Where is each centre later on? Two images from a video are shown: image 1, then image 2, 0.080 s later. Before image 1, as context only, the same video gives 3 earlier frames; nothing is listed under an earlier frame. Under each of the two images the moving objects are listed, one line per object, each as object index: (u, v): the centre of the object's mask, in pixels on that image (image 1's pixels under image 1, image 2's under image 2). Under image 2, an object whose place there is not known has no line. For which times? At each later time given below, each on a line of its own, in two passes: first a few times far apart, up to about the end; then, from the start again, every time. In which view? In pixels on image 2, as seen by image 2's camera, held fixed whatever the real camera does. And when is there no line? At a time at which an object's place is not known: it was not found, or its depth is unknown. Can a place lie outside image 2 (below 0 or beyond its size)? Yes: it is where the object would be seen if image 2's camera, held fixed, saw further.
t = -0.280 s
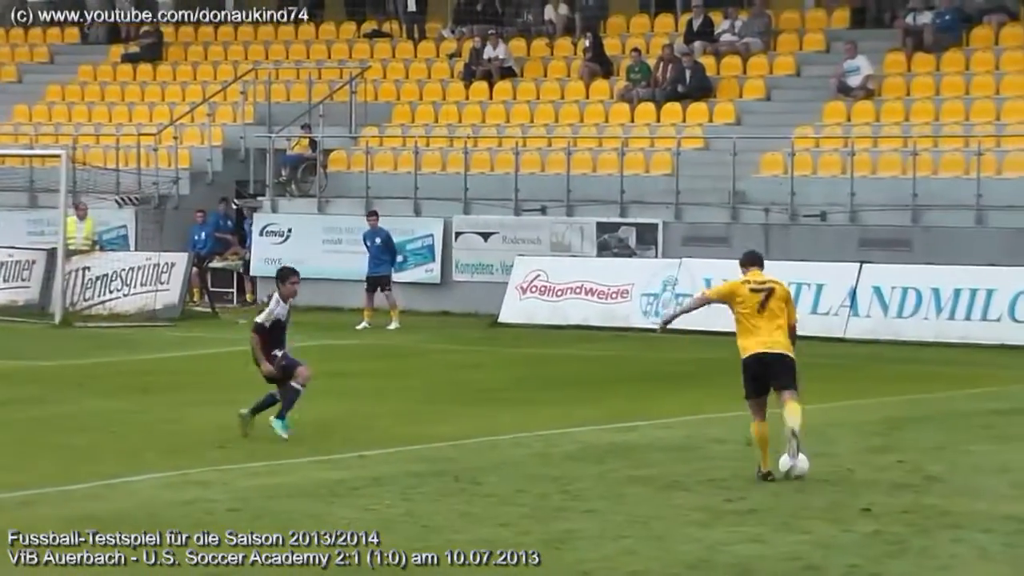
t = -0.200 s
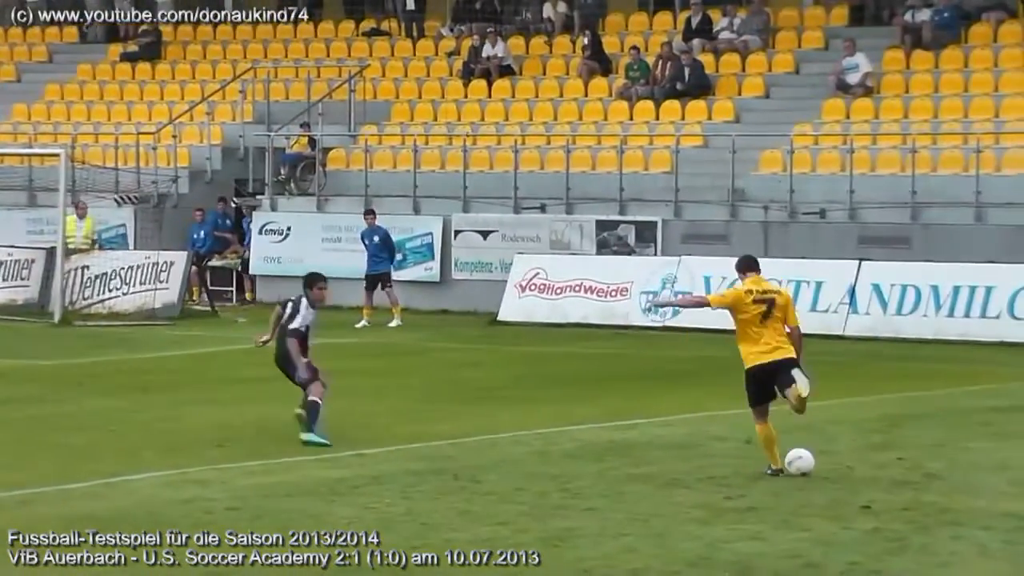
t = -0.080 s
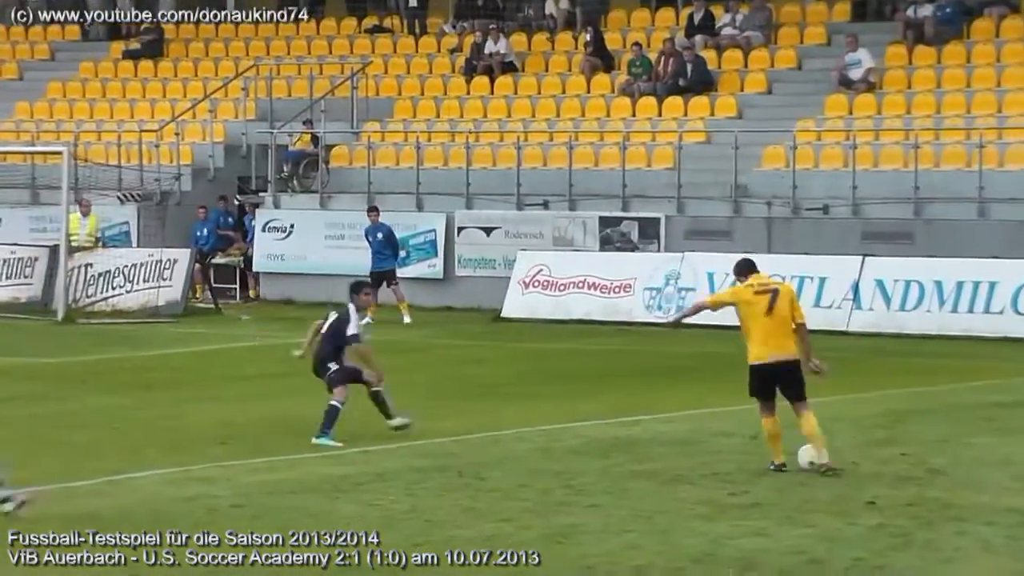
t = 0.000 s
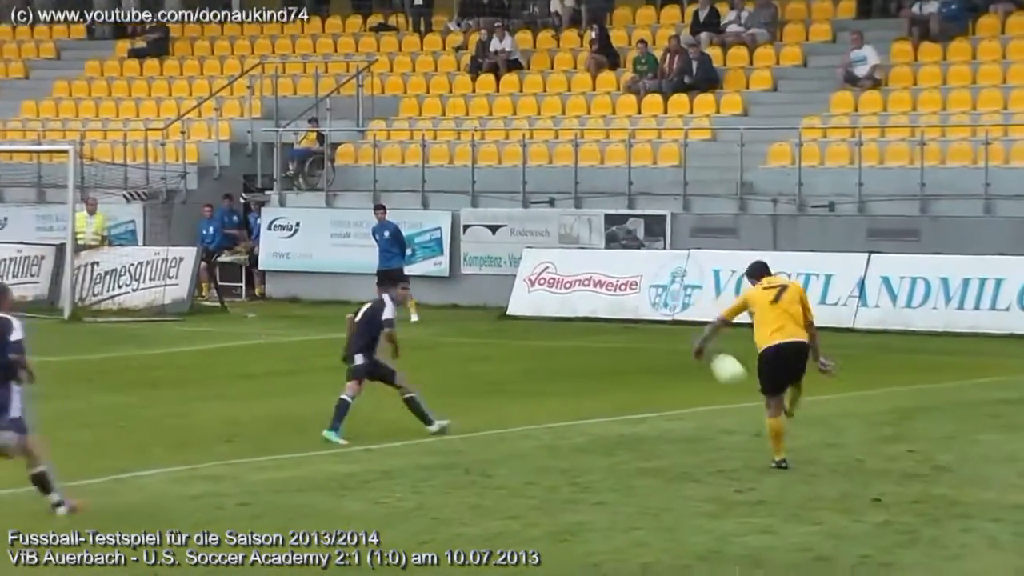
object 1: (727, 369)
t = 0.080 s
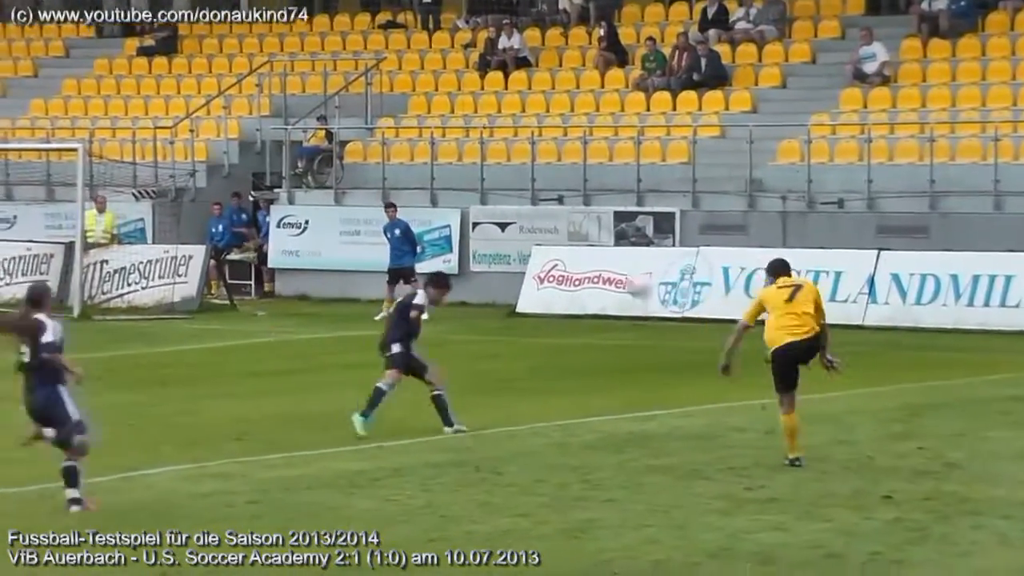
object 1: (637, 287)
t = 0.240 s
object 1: (461, 157)
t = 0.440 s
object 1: (269, 57)
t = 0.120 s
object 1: (592, 248)
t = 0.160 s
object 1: (547, 215)
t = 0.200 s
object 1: (504, 183)
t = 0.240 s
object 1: (461, 157)
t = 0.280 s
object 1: (420, 131)
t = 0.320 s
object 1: (381, 110)
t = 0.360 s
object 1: (343, 90)
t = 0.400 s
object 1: (306, 72)
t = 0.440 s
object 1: (269, 57)
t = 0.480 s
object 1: (232, 43)
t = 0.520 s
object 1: (198, 31)
